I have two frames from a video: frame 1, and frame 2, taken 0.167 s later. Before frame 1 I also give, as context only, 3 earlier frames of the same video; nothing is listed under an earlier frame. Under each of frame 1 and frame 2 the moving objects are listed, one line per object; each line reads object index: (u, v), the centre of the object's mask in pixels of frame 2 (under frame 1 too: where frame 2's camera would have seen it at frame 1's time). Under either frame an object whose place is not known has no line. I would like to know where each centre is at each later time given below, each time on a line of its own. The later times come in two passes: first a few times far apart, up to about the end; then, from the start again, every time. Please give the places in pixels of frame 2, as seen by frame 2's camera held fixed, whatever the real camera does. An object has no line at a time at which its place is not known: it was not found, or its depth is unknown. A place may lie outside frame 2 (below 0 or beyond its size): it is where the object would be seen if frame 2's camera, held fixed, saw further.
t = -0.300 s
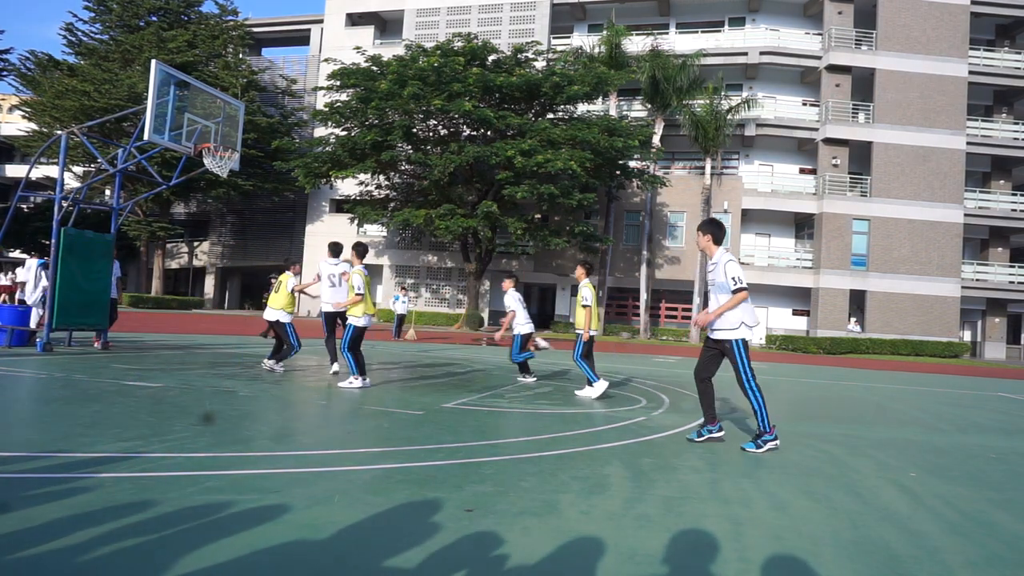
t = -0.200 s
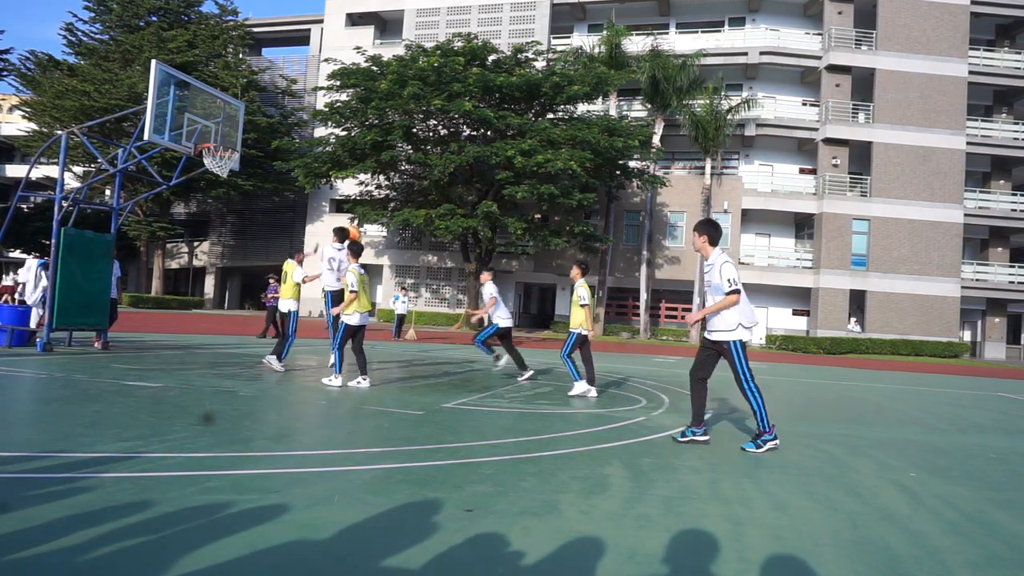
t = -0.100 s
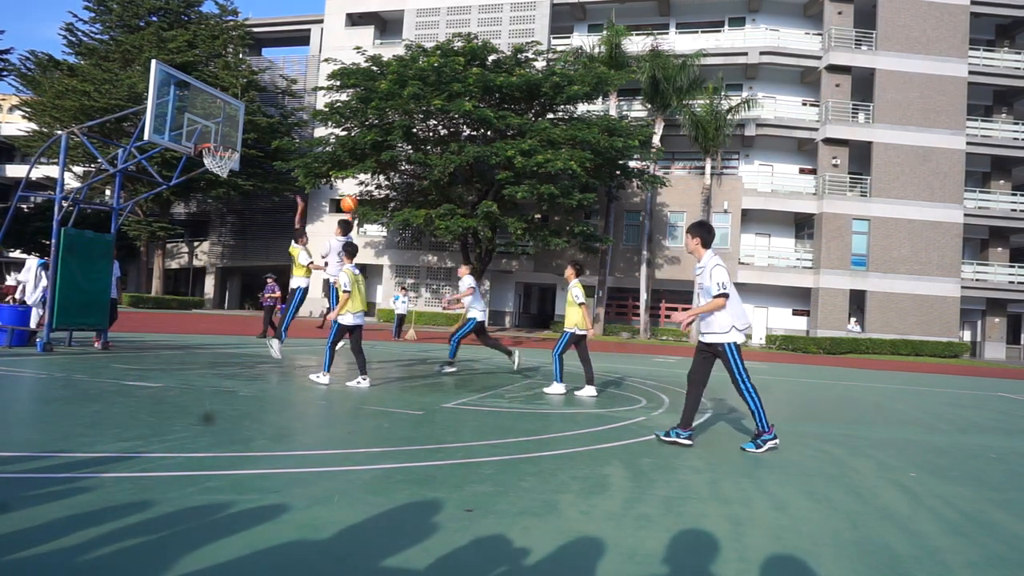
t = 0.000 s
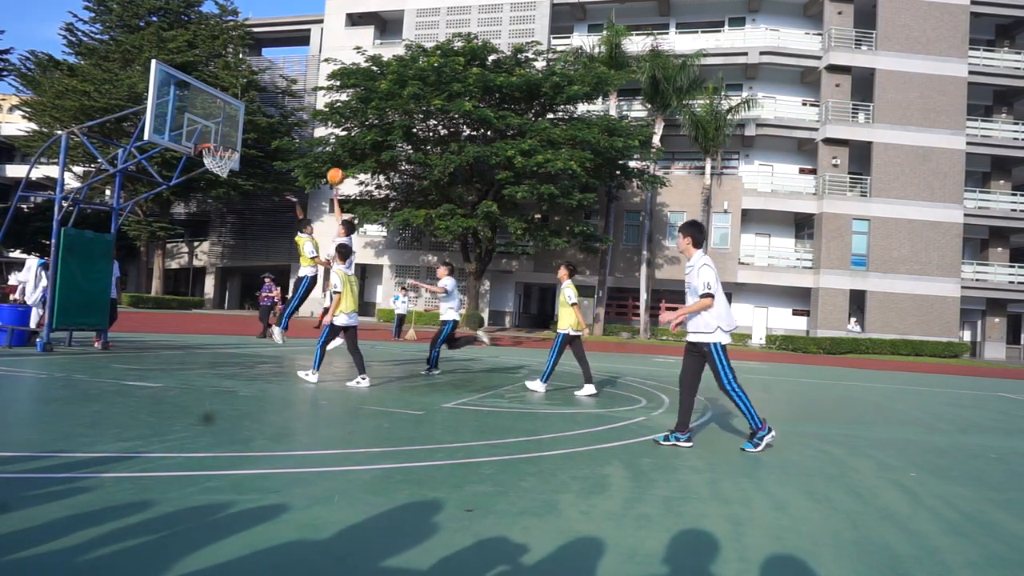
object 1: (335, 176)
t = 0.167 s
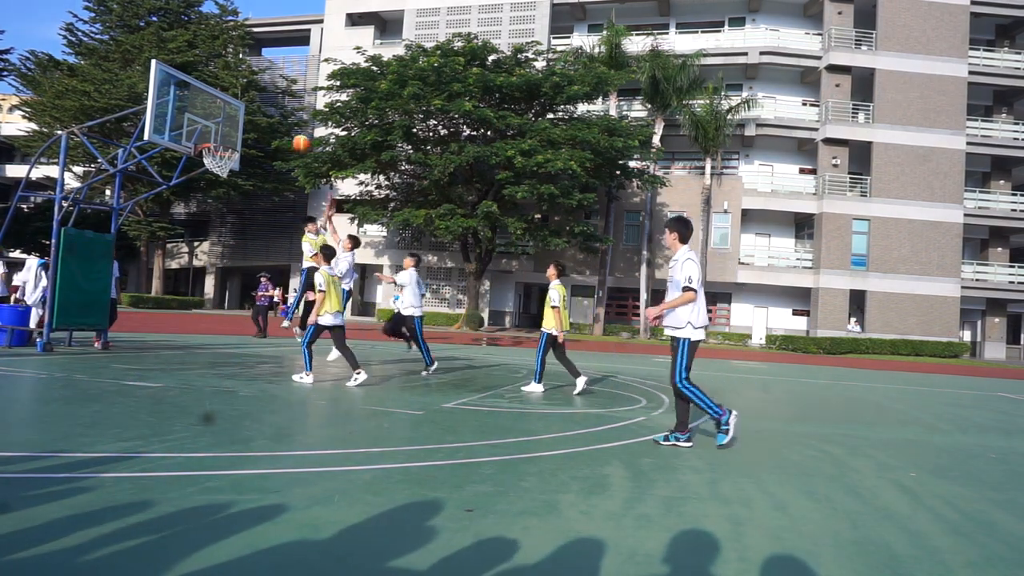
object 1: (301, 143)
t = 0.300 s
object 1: (272, 130)
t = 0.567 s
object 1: (212, 138)
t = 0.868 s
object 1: (271, 148)
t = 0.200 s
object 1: (294, 139)
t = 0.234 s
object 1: (286, 135)
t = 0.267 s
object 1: (279, 132)
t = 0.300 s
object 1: (272, 130)
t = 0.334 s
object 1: (265, 129)
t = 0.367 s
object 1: (258, 128)
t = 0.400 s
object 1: (251, 127)
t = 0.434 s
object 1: (243, 129)
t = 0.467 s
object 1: (235, 130)
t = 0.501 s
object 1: (227, 132)
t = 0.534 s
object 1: (220, 136)
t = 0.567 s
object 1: (212, 138)
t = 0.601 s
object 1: (213, 139)
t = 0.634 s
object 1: (221, 138)
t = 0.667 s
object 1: (228, 138)
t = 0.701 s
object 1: (236, 138)
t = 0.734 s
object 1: (244, 138)
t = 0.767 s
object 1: (251, 140)
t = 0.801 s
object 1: (257, 142)
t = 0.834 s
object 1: (265, 145)
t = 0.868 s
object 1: (271, 148)
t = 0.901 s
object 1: (278, 152)
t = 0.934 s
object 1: (284, 157)
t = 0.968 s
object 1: (291, 163)
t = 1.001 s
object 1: (297, 169)
